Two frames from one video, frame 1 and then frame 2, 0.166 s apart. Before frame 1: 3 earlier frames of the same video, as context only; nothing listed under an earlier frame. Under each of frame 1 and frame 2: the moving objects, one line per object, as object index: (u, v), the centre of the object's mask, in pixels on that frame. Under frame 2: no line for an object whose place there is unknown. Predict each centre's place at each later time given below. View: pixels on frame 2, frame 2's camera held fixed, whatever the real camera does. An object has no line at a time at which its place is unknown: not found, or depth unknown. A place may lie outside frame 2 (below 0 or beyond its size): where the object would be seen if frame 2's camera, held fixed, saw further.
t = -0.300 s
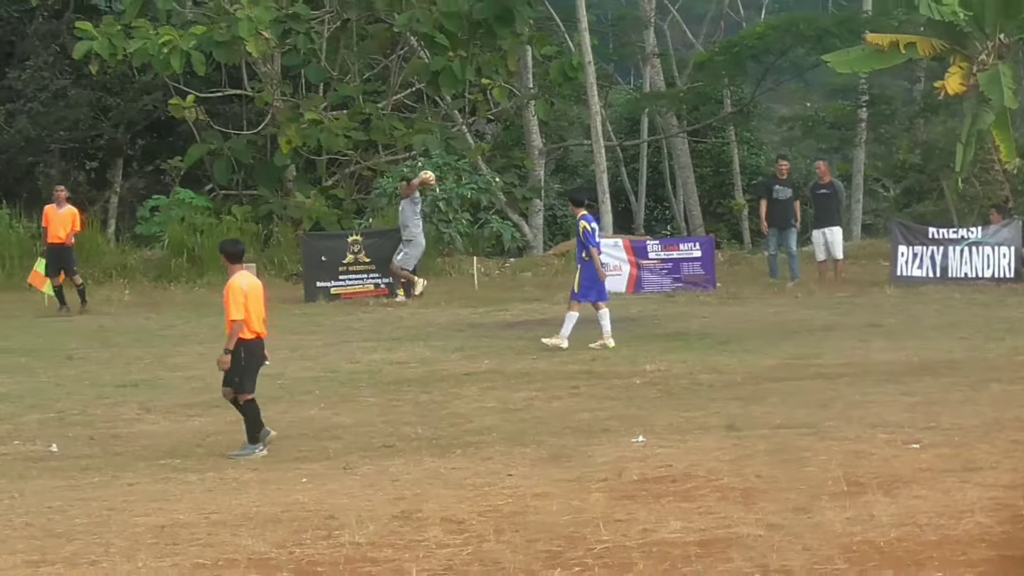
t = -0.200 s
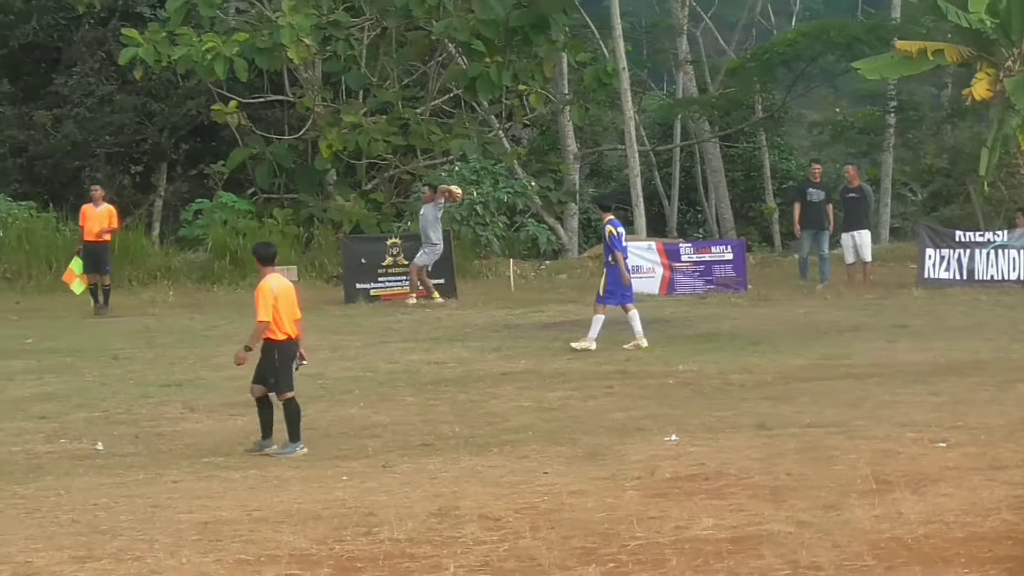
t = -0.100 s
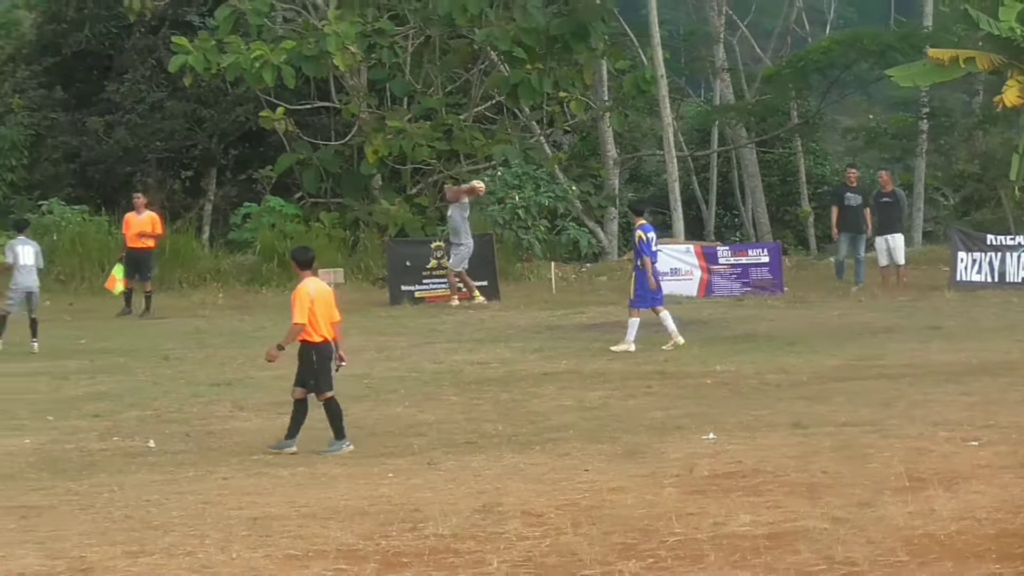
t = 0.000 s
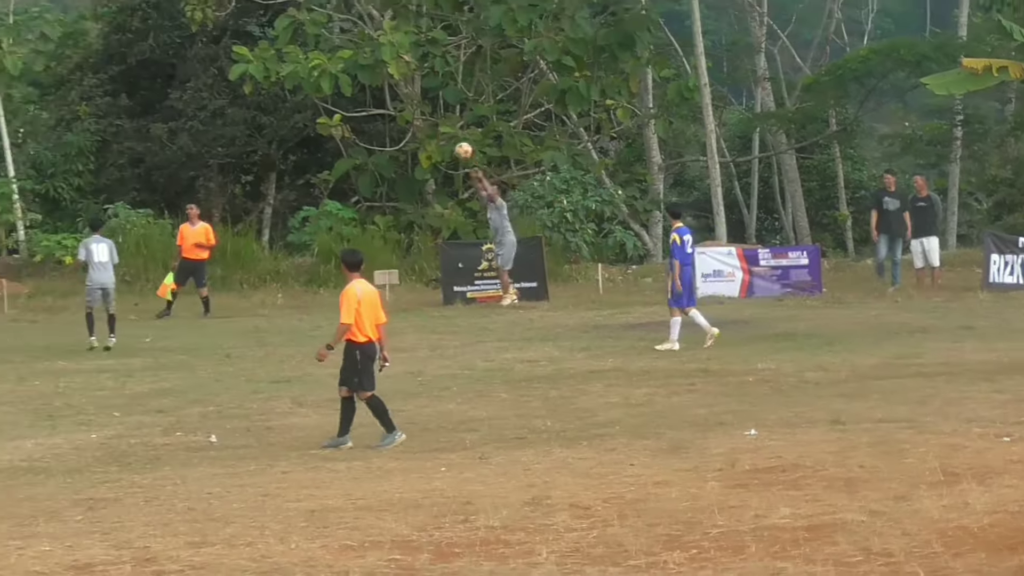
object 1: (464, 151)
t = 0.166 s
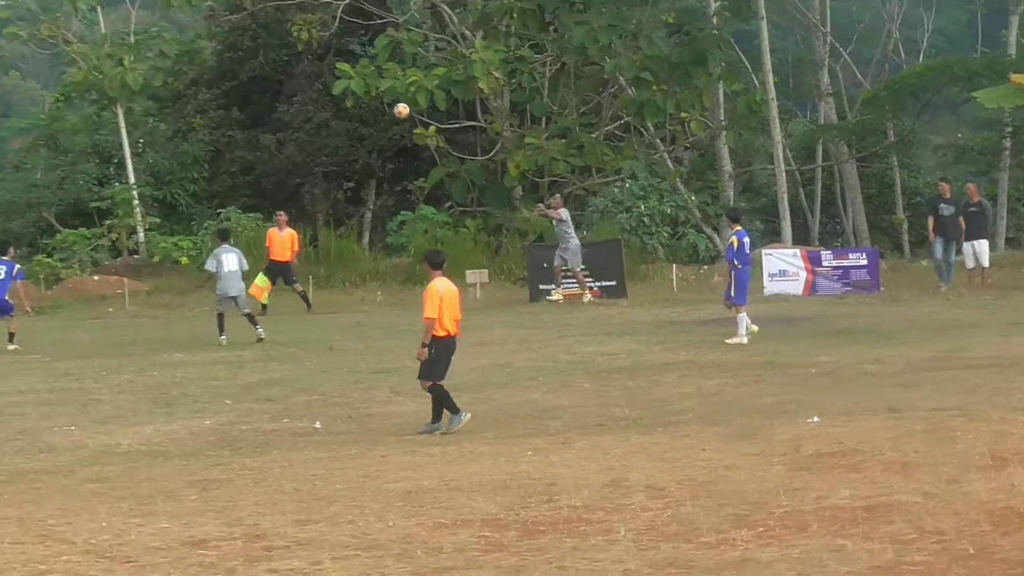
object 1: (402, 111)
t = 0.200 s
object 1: (393, 109)
